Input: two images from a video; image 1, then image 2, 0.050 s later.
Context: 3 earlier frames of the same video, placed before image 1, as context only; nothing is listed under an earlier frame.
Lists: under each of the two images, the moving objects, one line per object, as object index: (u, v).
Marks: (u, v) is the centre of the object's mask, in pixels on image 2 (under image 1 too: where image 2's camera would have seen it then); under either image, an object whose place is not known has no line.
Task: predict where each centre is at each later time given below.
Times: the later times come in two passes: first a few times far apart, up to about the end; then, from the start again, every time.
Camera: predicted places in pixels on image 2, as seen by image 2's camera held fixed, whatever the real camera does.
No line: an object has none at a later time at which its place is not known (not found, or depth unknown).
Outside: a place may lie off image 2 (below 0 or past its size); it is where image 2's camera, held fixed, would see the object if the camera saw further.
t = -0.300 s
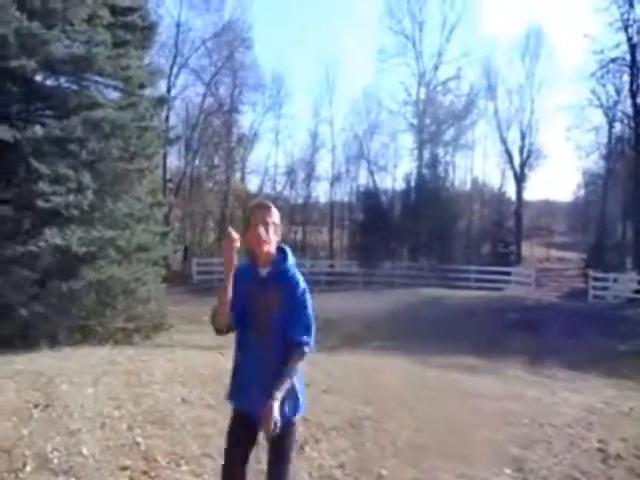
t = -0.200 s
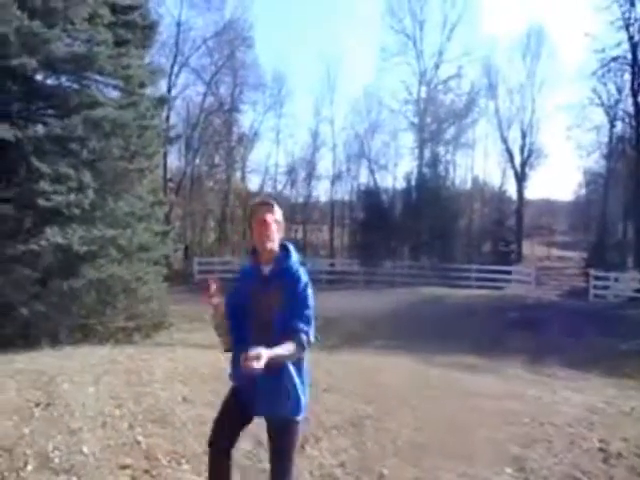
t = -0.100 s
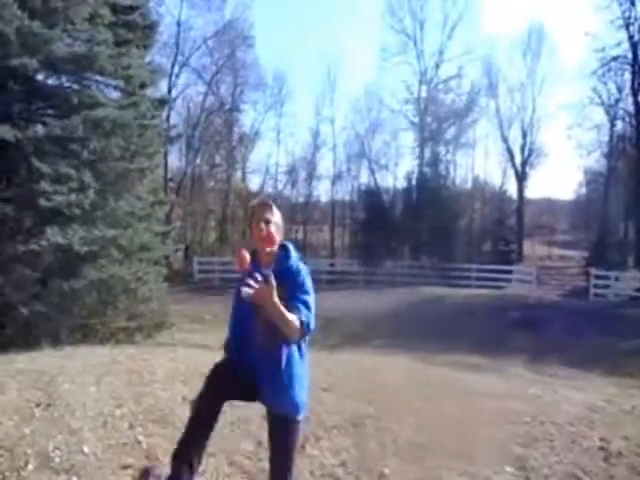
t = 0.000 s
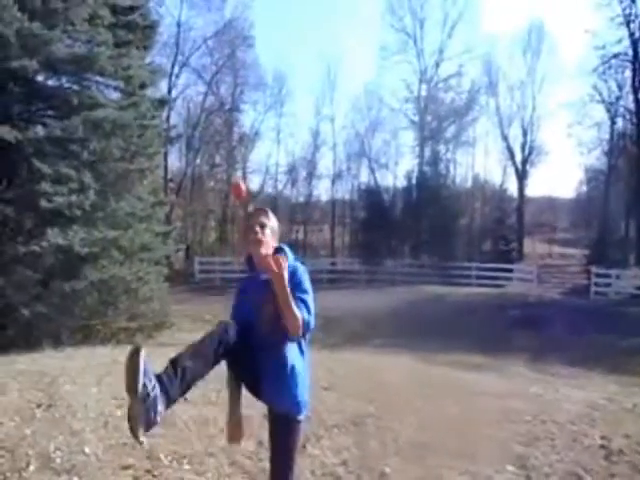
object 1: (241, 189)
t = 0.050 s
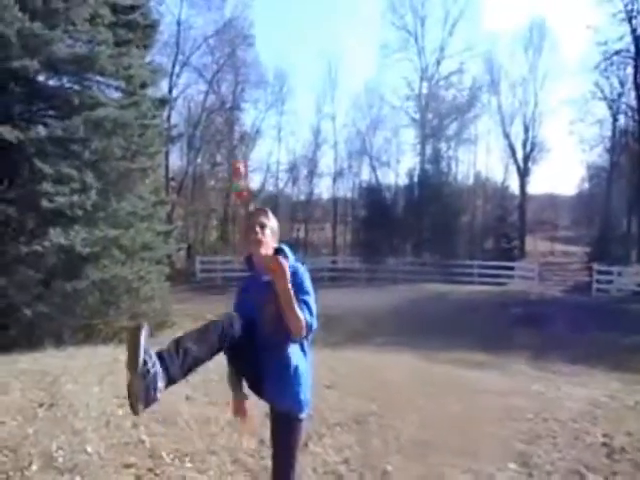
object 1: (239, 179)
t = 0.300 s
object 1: (227, 153)
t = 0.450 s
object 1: (225, 213)
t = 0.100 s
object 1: (236, 151)
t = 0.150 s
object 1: (236, 145)
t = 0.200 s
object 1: (233, 143)
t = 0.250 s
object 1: (232, 143)
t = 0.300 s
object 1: (227, 153)
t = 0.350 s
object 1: (227, 162)
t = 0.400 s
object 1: (226, 193)
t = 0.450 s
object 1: (225, 213)
